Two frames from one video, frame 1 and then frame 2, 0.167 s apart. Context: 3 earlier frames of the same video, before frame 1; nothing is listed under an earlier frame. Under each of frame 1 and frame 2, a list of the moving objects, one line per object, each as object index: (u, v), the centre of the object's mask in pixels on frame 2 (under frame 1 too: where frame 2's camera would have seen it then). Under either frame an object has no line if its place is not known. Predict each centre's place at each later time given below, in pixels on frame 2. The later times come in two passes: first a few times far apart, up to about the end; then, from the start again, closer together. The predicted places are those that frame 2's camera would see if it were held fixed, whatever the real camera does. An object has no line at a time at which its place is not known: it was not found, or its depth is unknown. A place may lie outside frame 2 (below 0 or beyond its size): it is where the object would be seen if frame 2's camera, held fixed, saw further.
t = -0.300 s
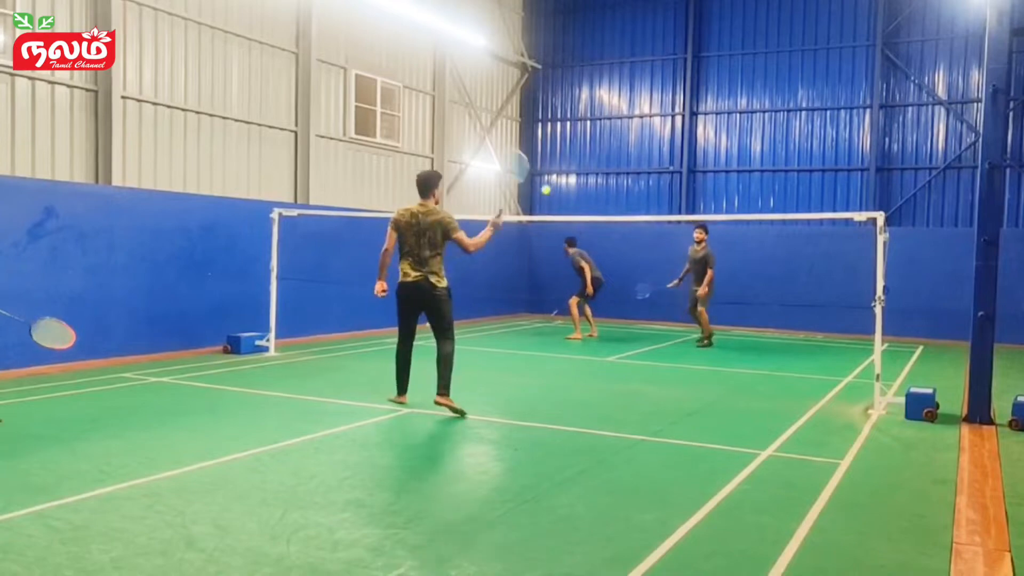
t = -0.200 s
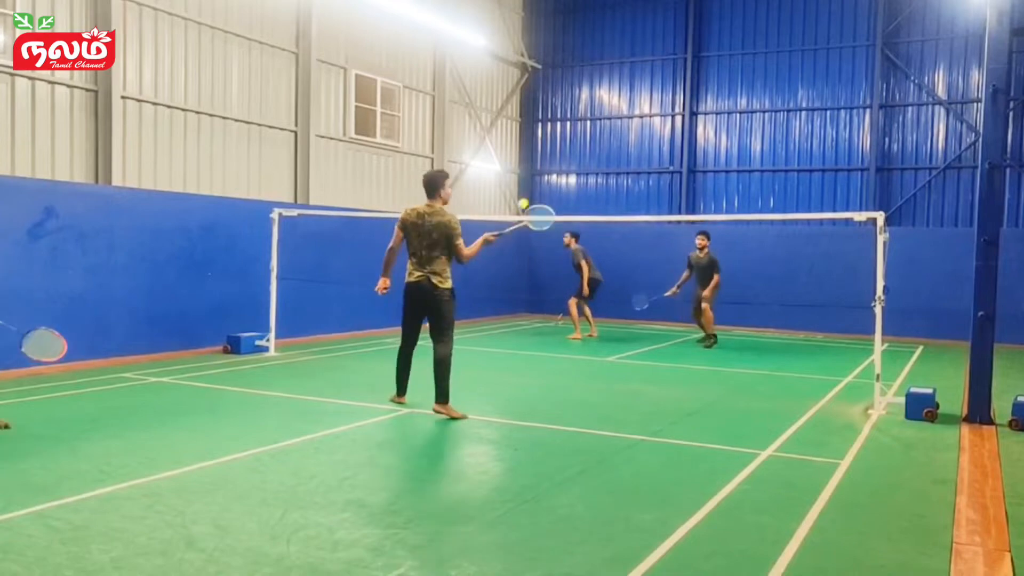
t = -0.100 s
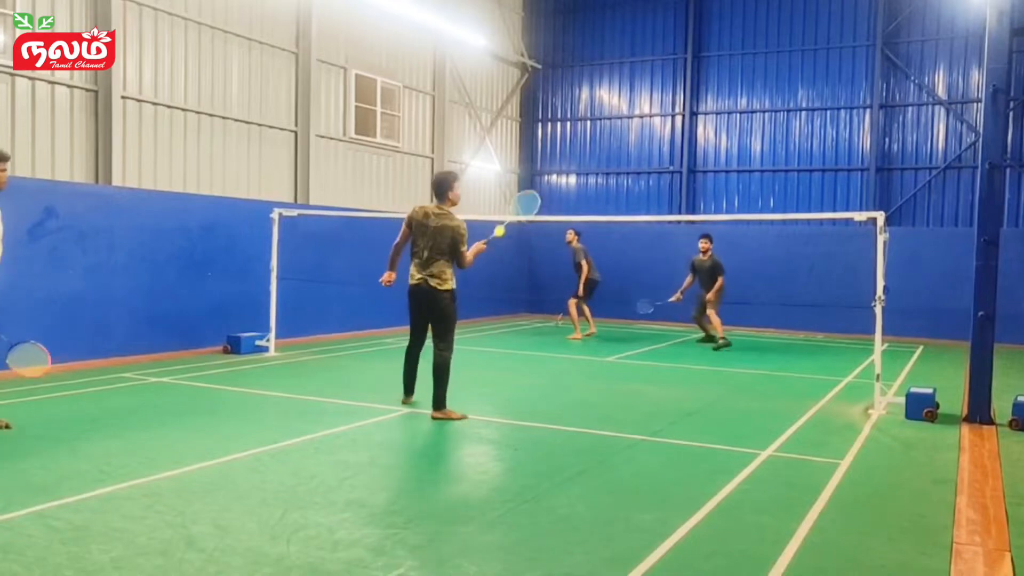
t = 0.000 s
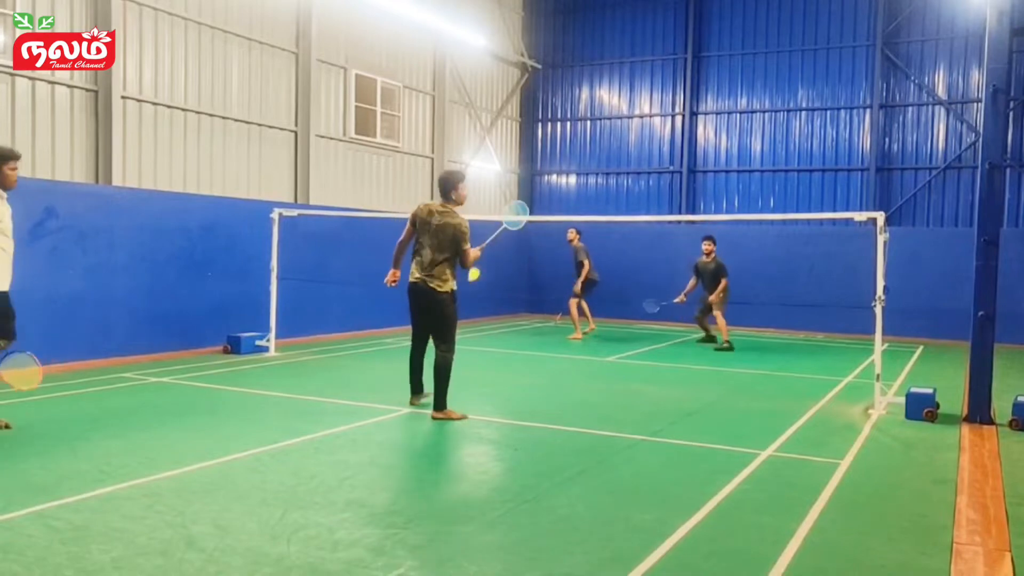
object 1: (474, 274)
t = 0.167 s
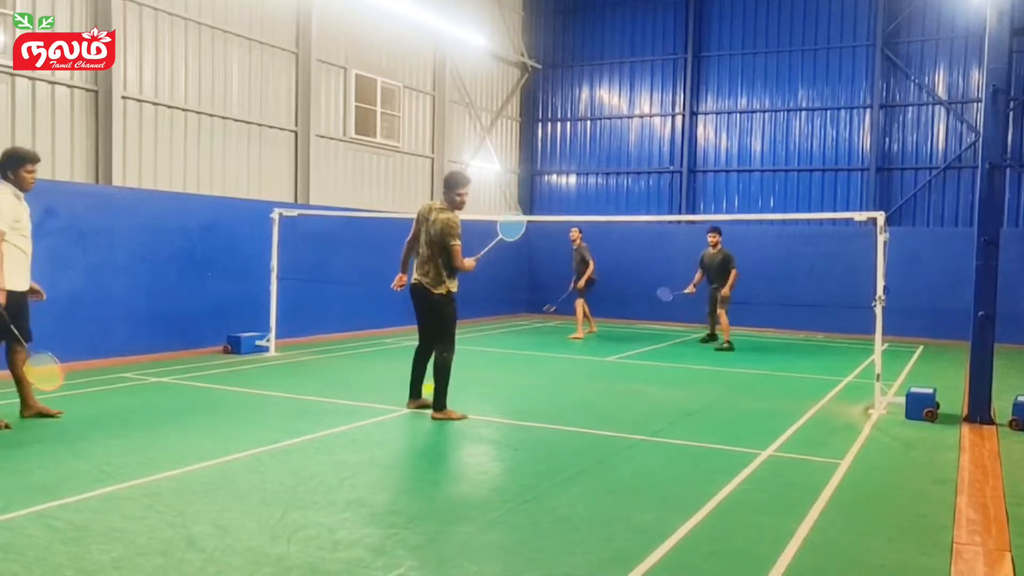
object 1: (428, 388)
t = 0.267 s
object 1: (399, 484)
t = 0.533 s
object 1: (395, 460)
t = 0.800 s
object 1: (392, 505)
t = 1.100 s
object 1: (399, 511)
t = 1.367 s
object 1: (401, 511)
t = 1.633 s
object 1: (400, 511)
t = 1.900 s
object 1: (399, 512)
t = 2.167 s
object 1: (399, 512)
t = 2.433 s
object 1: (399, 511)
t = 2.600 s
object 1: (399, 511)
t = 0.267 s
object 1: (399, 484)
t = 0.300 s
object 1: (399, 475)
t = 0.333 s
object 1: (392, 472)
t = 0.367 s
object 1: (390, 465)
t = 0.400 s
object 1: (391, 459)
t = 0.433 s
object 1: (391, 454)
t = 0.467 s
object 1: (393, 453)
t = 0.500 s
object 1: (395, 454)
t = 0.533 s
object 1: (395, 460)
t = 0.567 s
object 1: (394, 470)
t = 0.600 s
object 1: (392, 481)
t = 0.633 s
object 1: (390, 493)
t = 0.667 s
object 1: (389, 506)
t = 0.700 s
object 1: (390, 510)
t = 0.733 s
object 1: (391, 505)
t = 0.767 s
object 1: (392, 504)
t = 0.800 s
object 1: (392, 505)
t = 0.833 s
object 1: (394, 508)
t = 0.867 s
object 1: (395, 510)
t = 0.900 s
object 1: (397, 510)
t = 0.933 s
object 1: (399, 510)
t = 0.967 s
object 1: (399, 510)
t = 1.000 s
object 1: (399, 510)
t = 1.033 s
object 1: (399, 511)
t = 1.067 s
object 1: (399, 512)
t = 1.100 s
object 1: (399, 511)
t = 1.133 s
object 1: (399, 511)
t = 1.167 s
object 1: (400, 511)
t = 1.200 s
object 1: (400, 511)
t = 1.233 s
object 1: (400, 511)
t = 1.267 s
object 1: (400, 511)
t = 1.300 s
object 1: (400, 511)
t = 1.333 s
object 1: (400, 511)
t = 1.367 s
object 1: (401, 511)
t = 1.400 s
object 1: (400, 511)
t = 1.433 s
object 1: (401, 511)
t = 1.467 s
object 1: (400, 511)
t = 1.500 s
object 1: (401, 511)
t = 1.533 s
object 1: (401, 511)
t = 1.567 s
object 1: (400, 511)
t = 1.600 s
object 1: (400, 511)
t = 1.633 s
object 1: (400, 511)
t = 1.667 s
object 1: (400, 511)
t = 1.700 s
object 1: (400, 511)
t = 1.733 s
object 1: (400, 512)
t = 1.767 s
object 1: (399, 511)
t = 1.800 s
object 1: (399, 512)
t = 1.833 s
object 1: (399, 512)
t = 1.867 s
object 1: (399, 512)
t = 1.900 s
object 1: (399, 512)
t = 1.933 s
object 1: (399, 512)
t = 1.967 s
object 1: (399, 511)
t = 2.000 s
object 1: (399, 512)
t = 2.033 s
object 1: (399, 511)
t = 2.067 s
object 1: (399, 511)
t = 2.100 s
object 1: (399, 512)
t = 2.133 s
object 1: (399, 512)
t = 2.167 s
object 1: (399, 512)
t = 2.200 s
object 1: (399, 512)
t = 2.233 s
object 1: (399, 511)
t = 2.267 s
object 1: (399, 511)
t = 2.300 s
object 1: (399, 512)
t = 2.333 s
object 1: (399, 511)
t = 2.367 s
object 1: (399, 511)
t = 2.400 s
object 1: (399, 511)
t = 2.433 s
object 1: (399, 511)
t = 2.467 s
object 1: (399, 511)
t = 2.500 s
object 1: (399, 511)
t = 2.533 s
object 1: (399, 511)
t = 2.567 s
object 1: (399, 511)
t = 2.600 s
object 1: (399, 511)
